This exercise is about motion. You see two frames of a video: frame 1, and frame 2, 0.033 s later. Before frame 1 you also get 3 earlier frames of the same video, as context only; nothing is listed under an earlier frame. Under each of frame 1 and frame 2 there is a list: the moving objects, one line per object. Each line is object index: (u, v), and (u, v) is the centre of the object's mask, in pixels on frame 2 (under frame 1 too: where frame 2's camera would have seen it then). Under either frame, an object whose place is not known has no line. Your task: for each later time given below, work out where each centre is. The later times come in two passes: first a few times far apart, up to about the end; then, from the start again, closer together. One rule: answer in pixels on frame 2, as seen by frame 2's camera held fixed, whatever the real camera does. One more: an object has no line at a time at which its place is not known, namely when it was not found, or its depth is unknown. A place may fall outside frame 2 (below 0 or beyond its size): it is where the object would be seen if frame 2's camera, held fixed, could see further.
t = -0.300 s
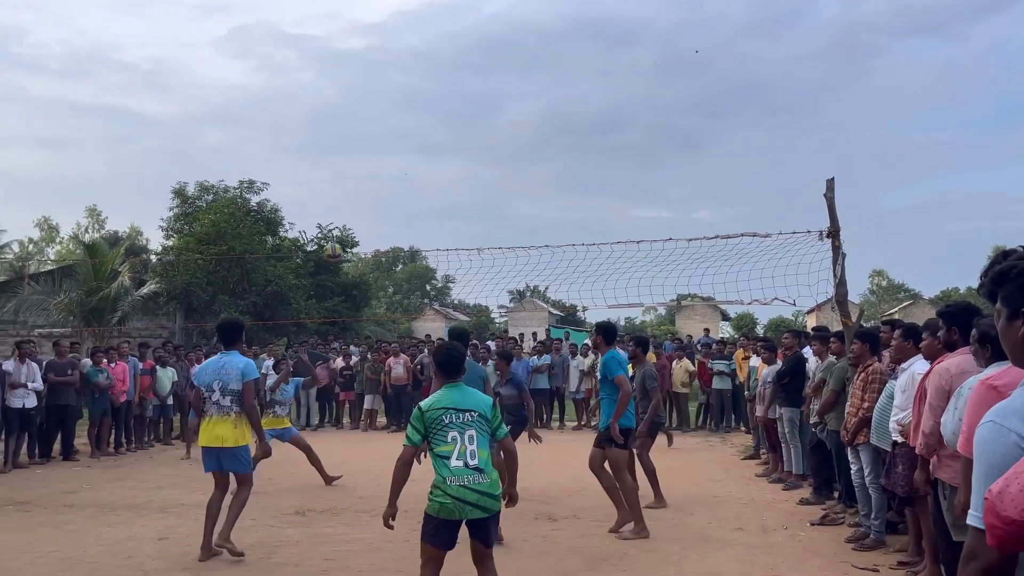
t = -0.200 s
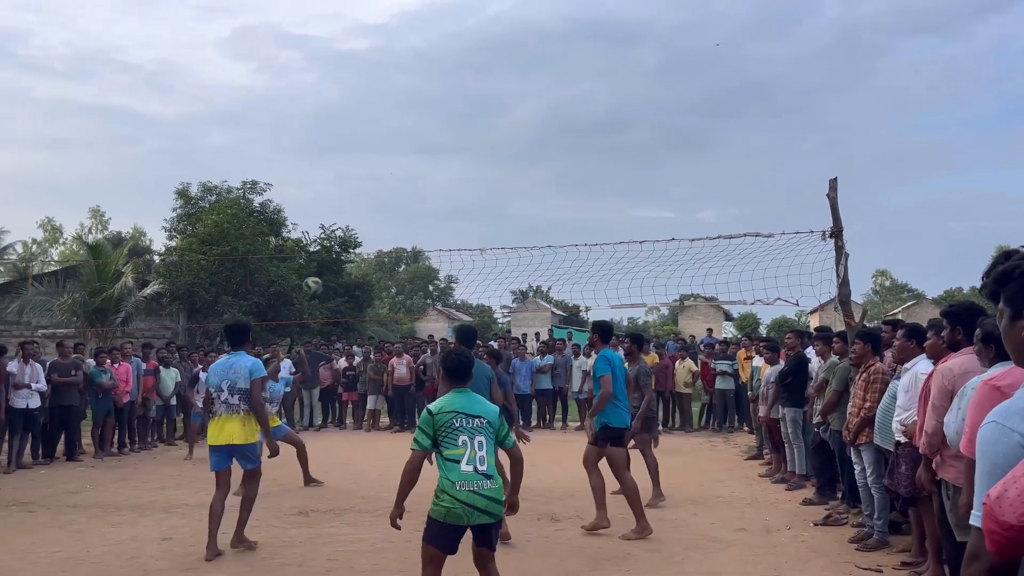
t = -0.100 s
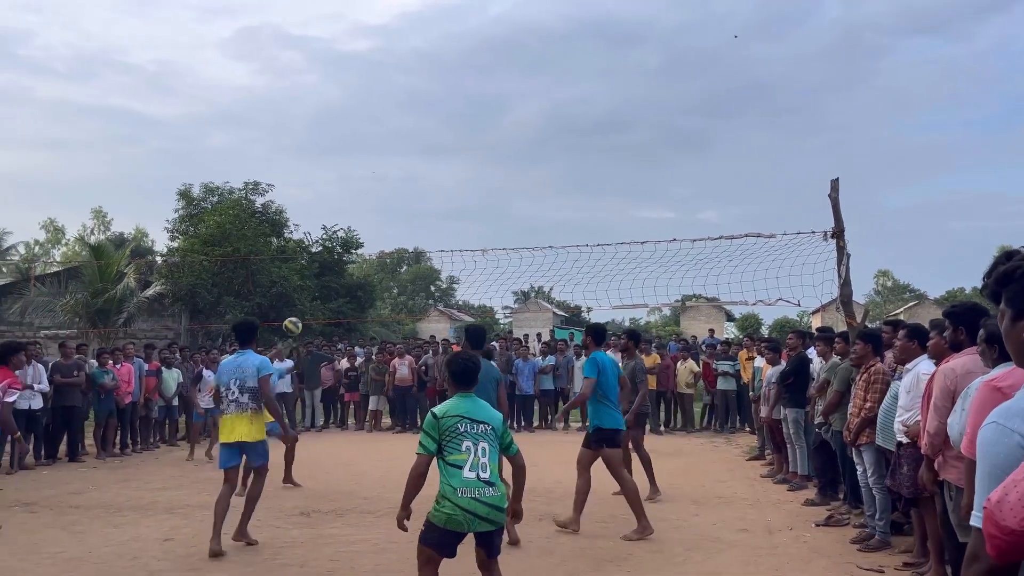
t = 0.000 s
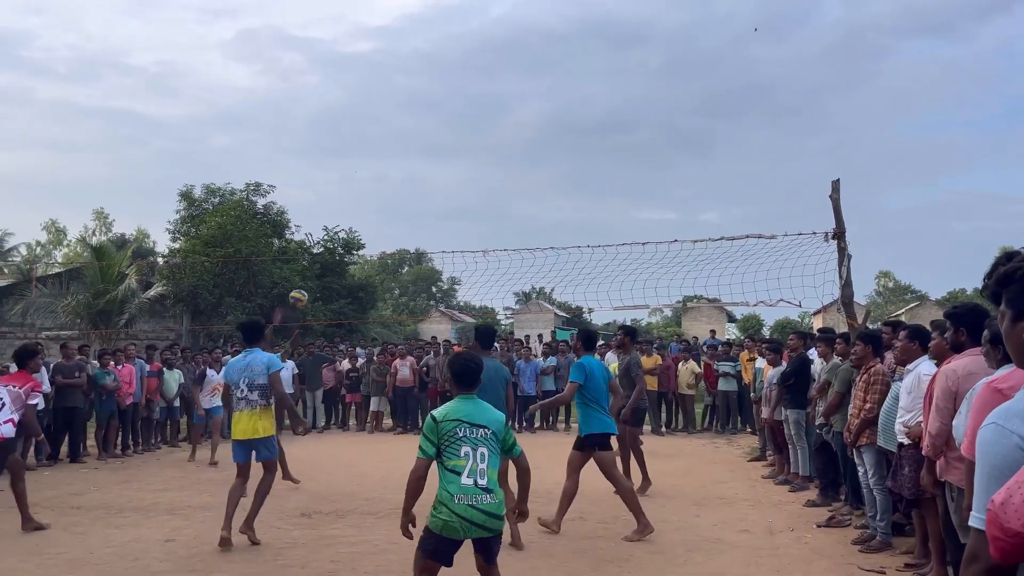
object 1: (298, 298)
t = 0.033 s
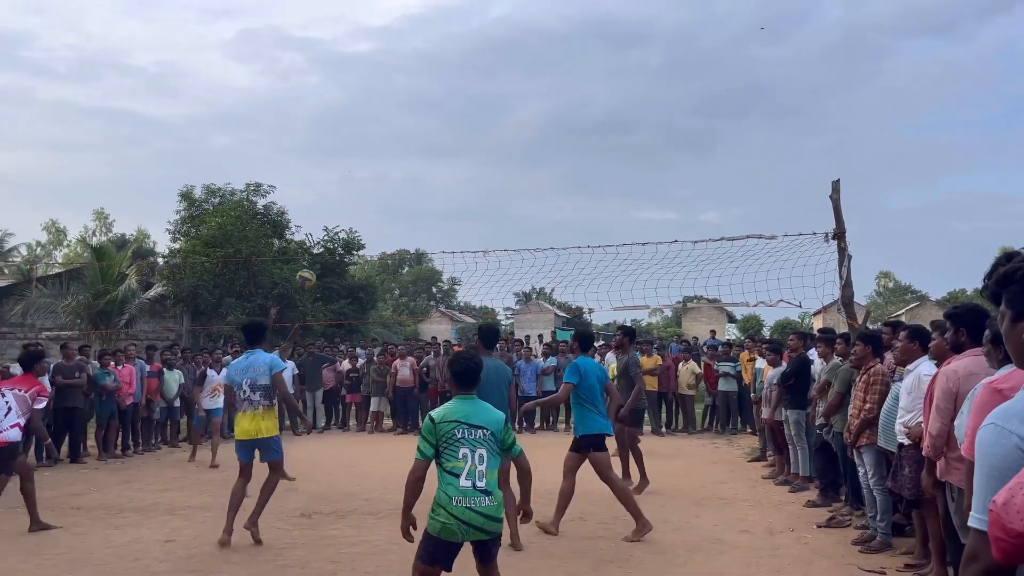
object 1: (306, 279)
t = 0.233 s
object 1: (349, 177)
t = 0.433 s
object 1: (392, 112)
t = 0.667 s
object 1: (443, 80)
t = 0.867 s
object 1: (487, 90)
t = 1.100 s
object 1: (539, 146)
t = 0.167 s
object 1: (334, 207)
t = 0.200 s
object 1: (342, 191)
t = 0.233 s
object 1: (349, 177)
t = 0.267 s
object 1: (356, 164)
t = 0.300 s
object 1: (363, 151)
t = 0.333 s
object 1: (371, 140)
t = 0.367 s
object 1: (378, 130)
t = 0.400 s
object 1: (385, 121)
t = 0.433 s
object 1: (392, 112)
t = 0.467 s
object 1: (399, 105)
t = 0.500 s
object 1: (407, 98)
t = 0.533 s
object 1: (414, 93)
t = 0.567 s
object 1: (421, 88)
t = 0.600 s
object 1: (429, 84)
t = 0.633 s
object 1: (436, 82)
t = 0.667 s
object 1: (443, 80)
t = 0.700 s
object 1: (450, 79)
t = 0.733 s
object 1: (458, 79)
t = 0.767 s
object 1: (465, 80)
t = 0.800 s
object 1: (472, 83)
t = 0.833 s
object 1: (480, 86)
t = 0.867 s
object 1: (487, 90)
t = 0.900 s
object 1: (495, 95)
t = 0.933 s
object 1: (502, 101)
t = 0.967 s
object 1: (509, 108)
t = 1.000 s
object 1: (517, 116)
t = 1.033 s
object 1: (524, 125)
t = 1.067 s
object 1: (532, 135)
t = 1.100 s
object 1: (539, 146)
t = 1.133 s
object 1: (547, 158)
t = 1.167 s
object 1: (554, 172)
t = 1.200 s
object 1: (562, 186)
